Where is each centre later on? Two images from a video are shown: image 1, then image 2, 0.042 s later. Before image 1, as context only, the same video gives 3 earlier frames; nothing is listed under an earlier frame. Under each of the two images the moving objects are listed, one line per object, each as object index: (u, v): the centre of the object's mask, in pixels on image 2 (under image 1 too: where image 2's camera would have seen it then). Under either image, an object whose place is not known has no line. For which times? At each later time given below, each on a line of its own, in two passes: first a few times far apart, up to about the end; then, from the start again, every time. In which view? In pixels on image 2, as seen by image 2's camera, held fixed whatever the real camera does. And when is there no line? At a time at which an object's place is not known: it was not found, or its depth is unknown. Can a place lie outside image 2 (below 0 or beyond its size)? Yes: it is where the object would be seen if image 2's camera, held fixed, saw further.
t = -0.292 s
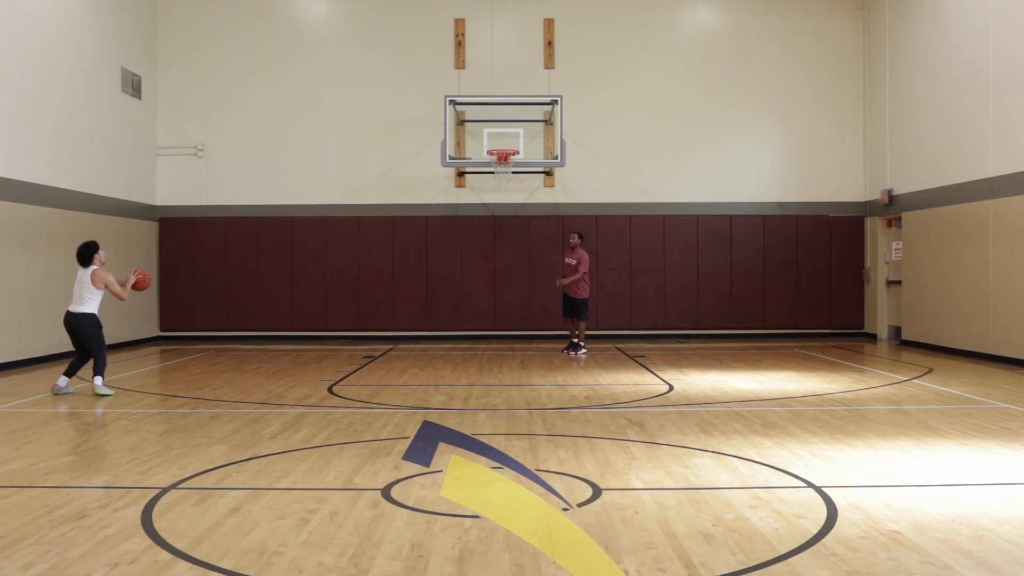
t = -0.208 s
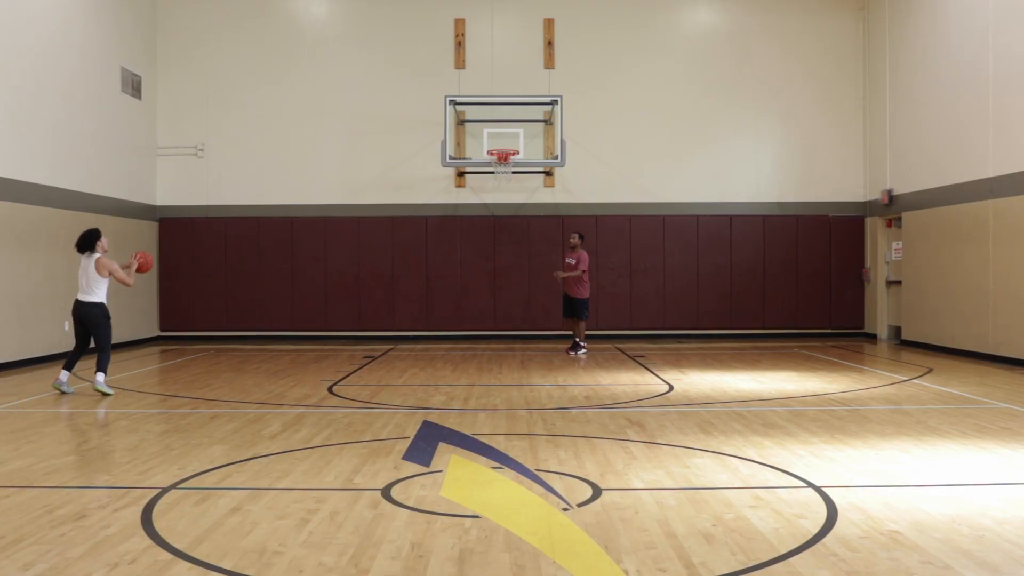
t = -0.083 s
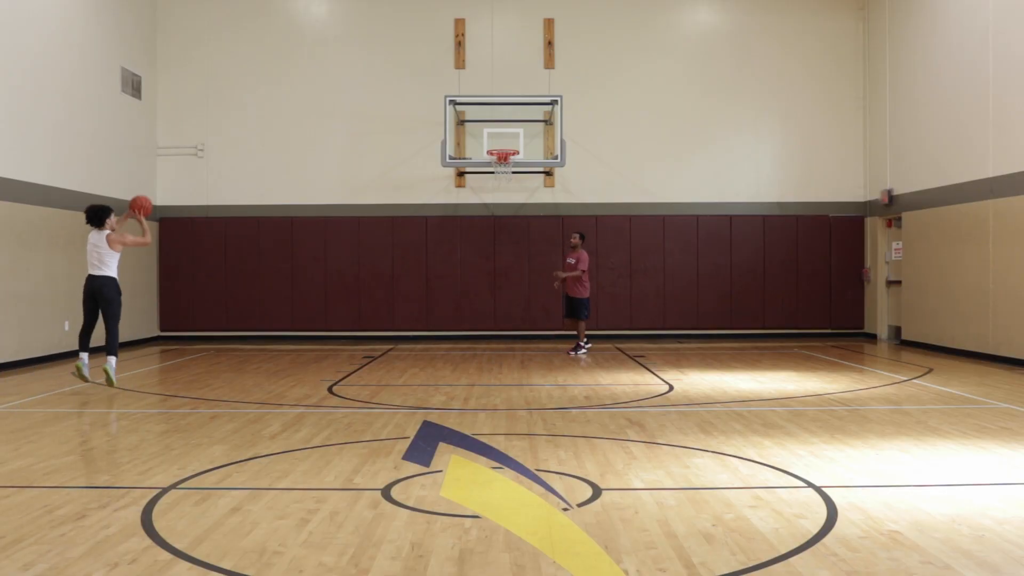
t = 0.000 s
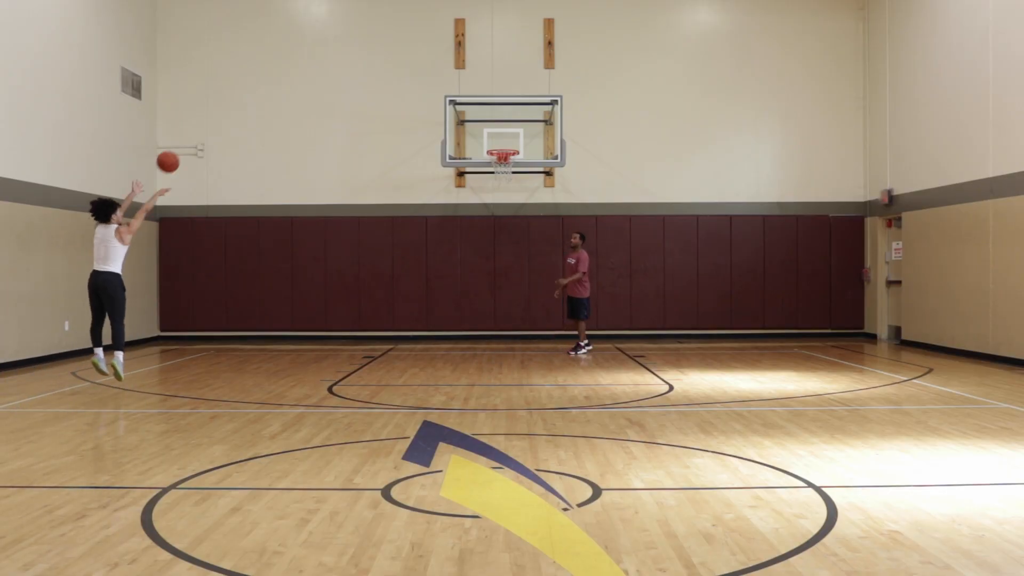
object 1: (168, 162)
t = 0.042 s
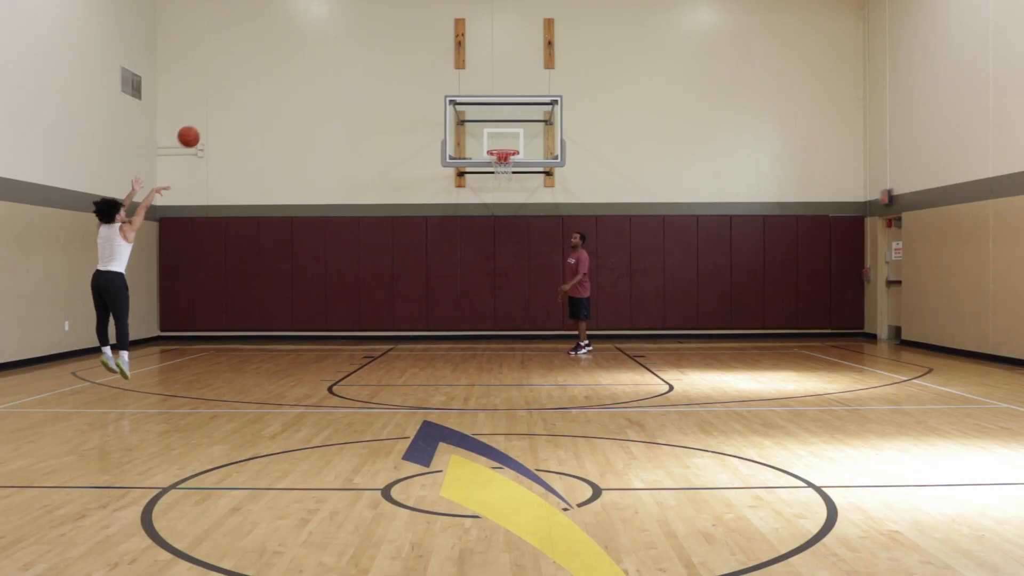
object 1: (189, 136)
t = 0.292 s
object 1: (287, 50)
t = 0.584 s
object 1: (383, 30)
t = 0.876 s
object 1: (458, 76)
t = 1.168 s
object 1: (493, 163)
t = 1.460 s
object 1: (492, 176)
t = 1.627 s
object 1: (497, 211)
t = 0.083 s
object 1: (208, 114)
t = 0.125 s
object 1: (221, 101)
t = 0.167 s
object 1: (240, 84)
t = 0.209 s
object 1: (259, 69)
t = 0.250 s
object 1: (270, 60)
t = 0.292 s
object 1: (287, 50)
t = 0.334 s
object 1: (304, 41)
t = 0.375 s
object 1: (314, 37)
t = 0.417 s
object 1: (330, 32)
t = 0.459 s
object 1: (345, 29)
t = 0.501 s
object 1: (355, 28)
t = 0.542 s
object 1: (369, 28)
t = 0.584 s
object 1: (383, 30)
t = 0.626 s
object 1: (392, 33)
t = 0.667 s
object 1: (405, 37)
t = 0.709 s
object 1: (418, 44)
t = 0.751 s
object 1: (426, 49)
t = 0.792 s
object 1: (439, 58)
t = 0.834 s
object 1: (446, 65)
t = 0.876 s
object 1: (458, 76)
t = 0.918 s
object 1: (470, 89)
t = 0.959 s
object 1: (477, 98)
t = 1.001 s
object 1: (488, 113)
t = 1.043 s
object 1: (499, 129)
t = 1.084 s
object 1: (506, 140)
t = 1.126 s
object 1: (506, 151)
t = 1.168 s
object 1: (493, 163)
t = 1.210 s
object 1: (489, 162)
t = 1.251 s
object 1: (487, 163)
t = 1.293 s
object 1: (487, 164)
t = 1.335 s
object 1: (488, 164)
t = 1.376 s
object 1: (490, 167)
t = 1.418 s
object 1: (491, 172)
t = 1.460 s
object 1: (492, 176)
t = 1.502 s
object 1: (493, 183)
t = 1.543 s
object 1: (495, 192)
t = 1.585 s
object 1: (496, 199)
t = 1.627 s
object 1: (497, 211)
